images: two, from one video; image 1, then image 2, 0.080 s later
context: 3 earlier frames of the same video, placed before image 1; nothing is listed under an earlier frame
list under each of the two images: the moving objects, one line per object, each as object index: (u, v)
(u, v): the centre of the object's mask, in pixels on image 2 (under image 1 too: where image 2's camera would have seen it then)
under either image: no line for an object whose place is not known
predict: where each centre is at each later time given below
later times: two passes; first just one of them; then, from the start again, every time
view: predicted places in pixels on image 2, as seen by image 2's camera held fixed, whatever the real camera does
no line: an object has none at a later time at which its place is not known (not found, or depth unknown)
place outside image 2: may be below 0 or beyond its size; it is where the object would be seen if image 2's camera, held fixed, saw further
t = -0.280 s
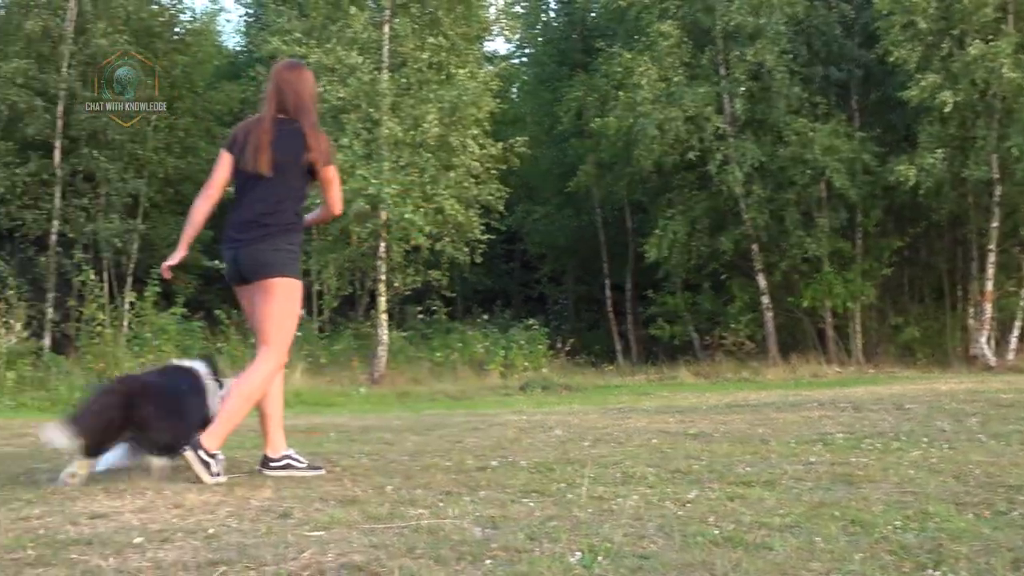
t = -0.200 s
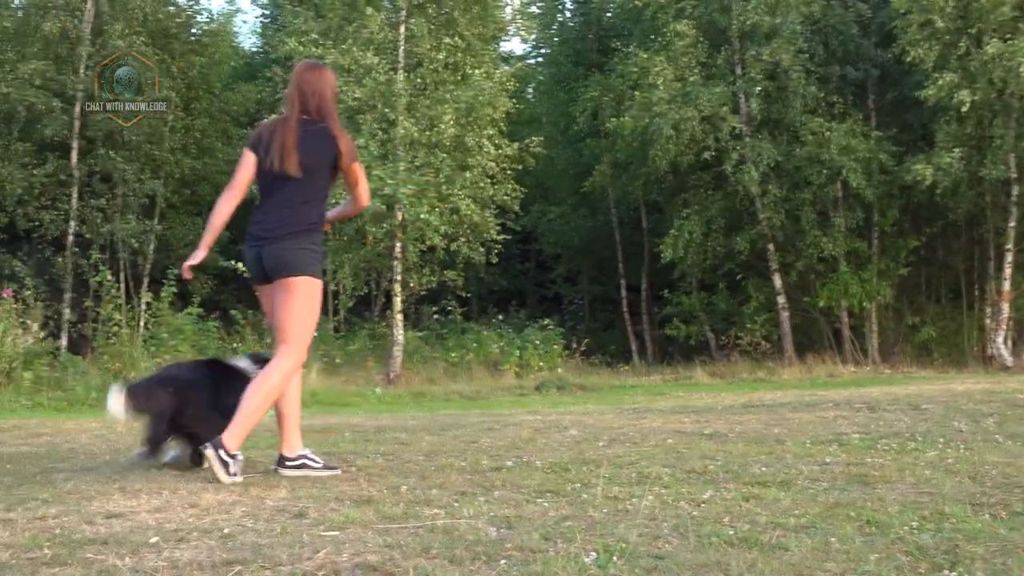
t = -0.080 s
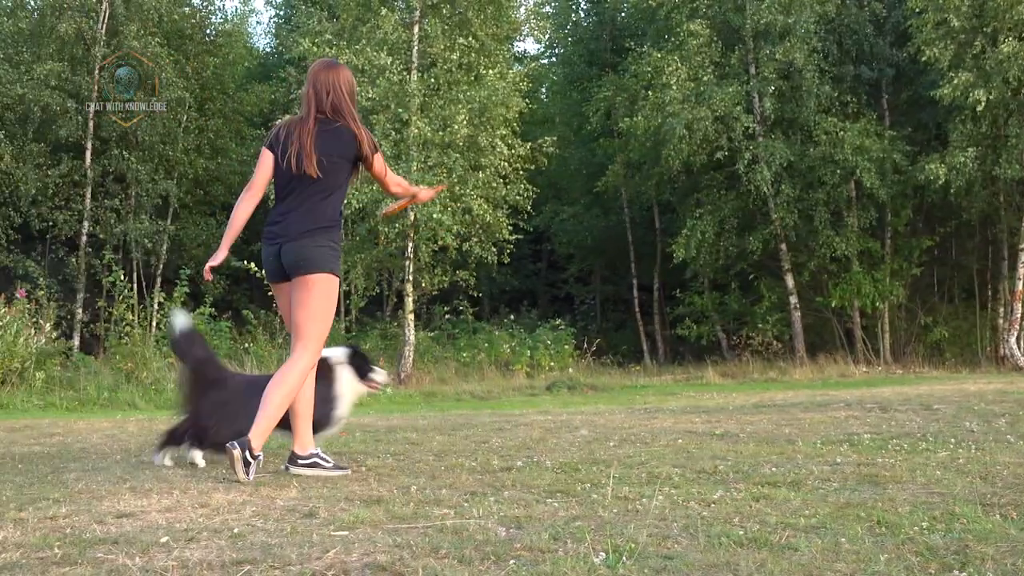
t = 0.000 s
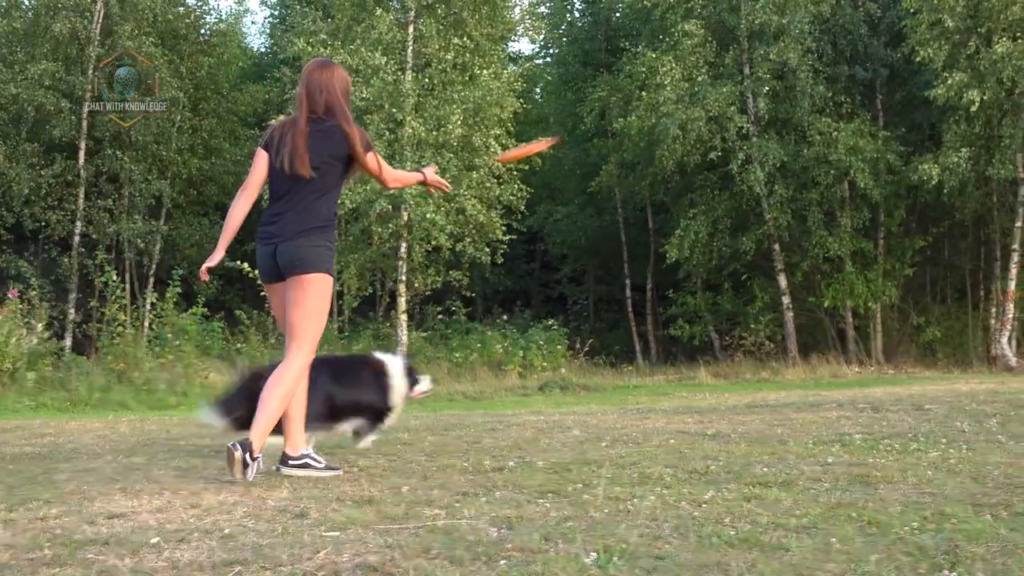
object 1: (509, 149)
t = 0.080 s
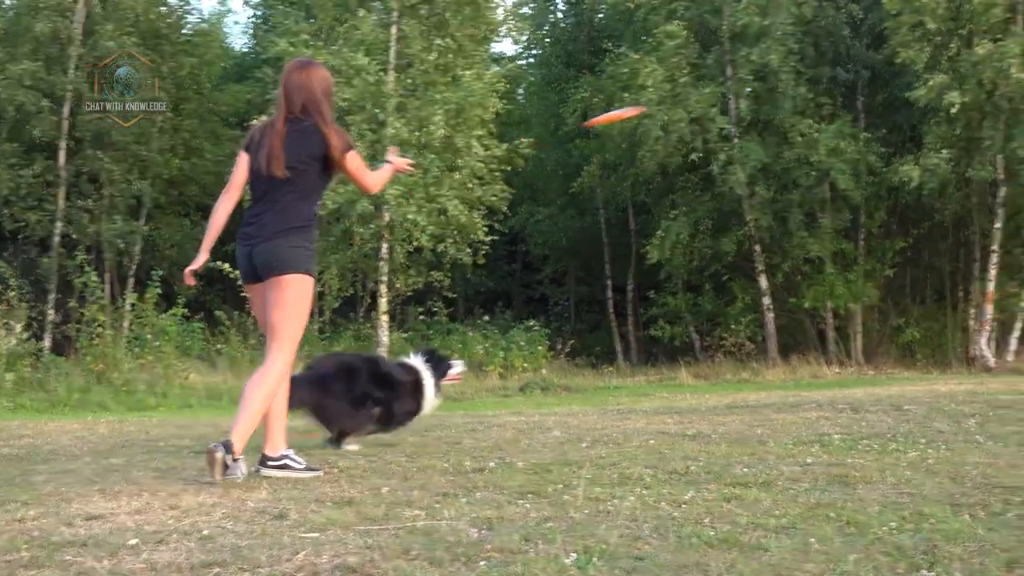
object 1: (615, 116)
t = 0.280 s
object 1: (844, 68)
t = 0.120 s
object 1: (663, 104)
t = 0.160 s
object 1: (712, 92)
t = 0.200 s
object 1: (756, 83)
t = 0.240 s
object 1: (802, 74)
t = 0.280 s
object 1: (844, 68)
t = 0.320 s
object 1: (885, 62)
